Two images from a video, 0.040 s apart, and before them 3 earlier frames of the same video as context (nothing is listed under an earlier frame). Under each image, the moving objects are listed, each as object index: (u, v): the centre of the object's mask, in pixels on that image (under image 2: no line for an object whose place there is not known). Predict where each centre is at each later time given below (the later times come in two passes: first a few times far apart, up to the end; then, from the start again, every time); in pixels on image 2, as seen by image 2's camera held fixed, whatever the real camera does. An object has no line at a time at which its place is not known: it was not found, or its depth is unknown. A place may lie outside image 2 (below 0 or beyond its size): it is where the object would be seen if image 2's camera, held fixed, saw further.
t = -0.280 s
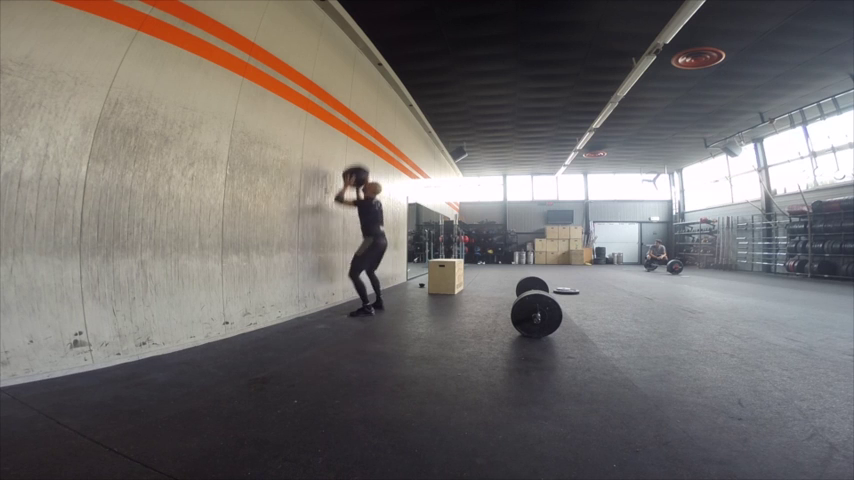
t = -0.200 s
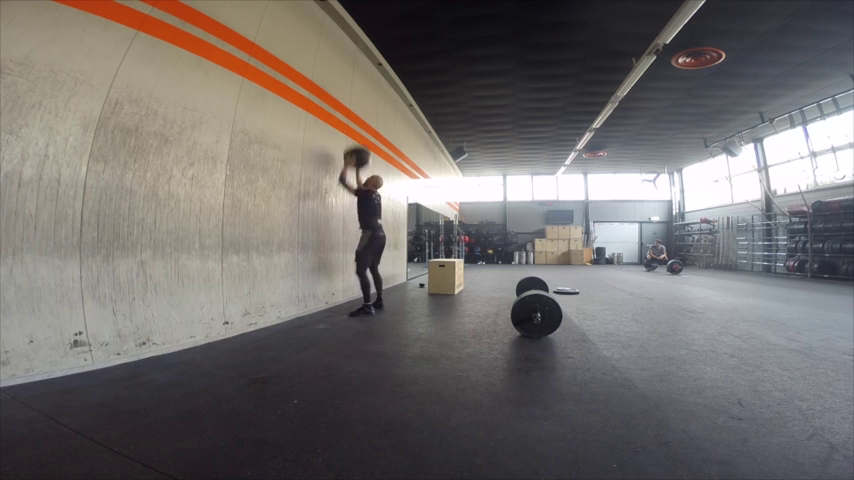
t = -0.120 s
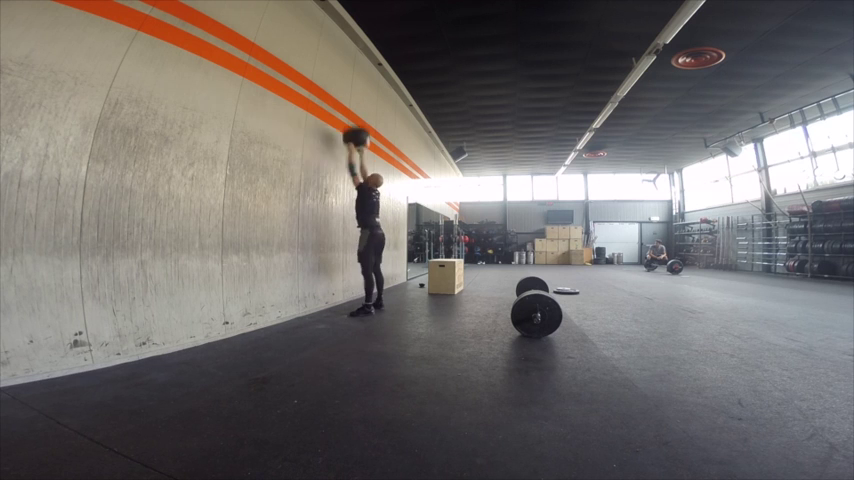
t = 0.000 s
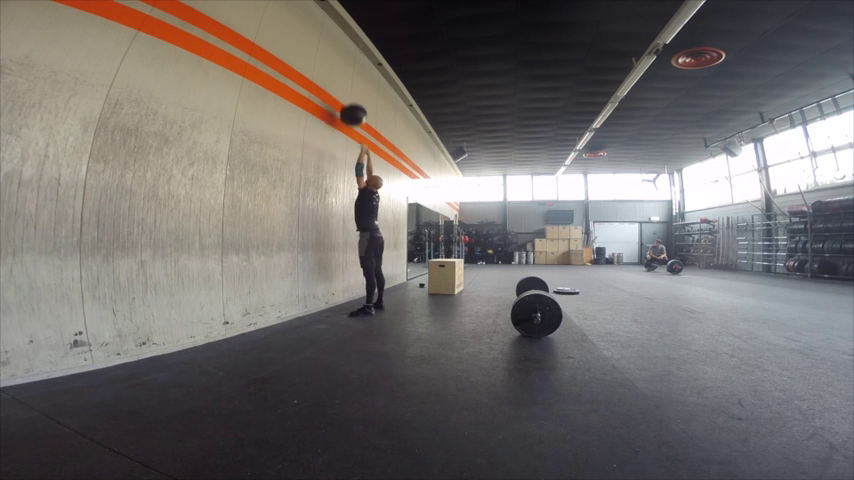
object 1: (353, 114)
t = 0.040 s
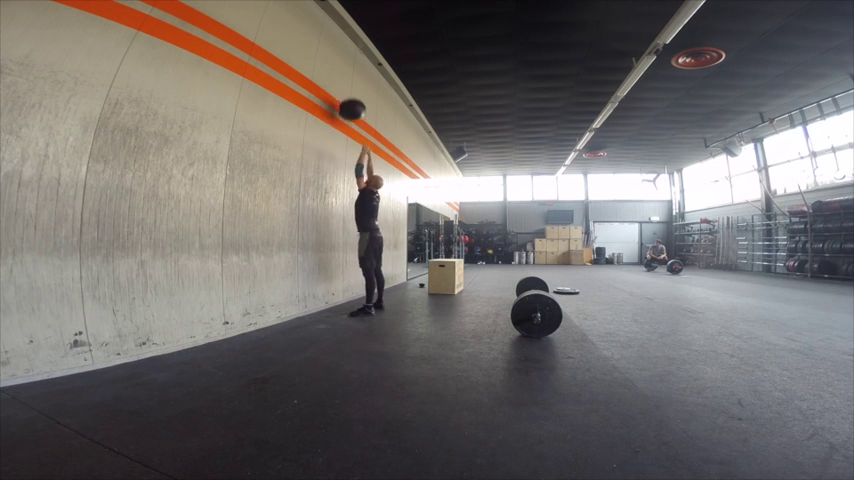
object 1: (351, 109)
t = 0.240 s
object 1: (345, 97)
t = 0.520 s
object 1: (347, 113)
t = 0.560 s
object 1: (347, 119)
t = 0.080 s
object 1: (350, 105)
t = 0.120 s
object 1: (349, 101)
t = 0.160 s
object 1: (347, 99)
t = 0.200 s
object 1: (345, 97)
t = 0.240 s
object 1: (345, 97)
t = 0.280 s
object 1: (344, 97)
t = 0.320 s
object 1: (345, 97)
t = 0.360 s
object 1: (345, 98)
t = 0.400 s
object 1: (346, 101)
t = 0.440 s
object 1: (346, 104)
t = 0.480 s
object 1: (347, 108)
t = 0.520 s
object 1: (347, 113)
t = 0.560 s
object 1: (347, 119)
